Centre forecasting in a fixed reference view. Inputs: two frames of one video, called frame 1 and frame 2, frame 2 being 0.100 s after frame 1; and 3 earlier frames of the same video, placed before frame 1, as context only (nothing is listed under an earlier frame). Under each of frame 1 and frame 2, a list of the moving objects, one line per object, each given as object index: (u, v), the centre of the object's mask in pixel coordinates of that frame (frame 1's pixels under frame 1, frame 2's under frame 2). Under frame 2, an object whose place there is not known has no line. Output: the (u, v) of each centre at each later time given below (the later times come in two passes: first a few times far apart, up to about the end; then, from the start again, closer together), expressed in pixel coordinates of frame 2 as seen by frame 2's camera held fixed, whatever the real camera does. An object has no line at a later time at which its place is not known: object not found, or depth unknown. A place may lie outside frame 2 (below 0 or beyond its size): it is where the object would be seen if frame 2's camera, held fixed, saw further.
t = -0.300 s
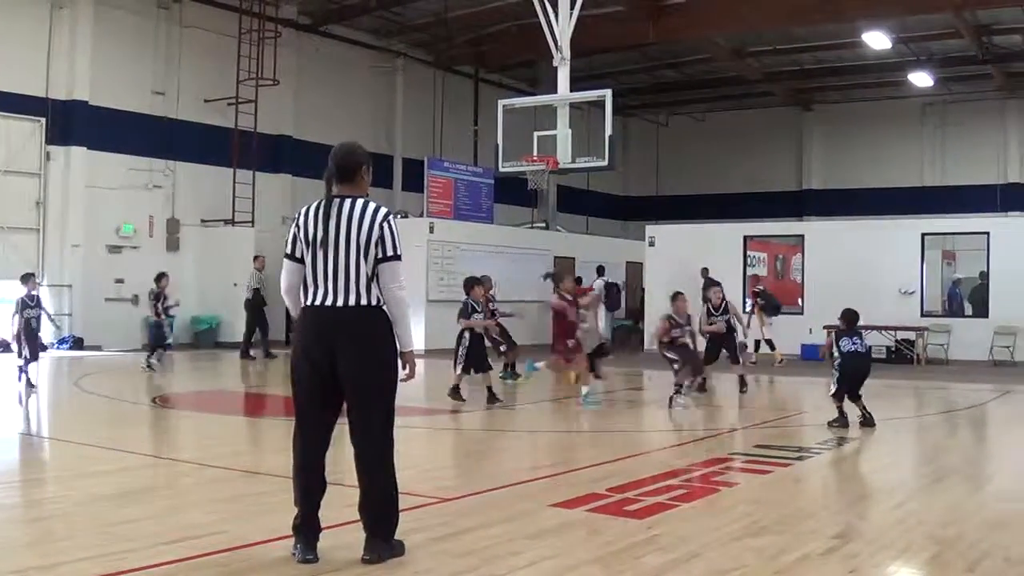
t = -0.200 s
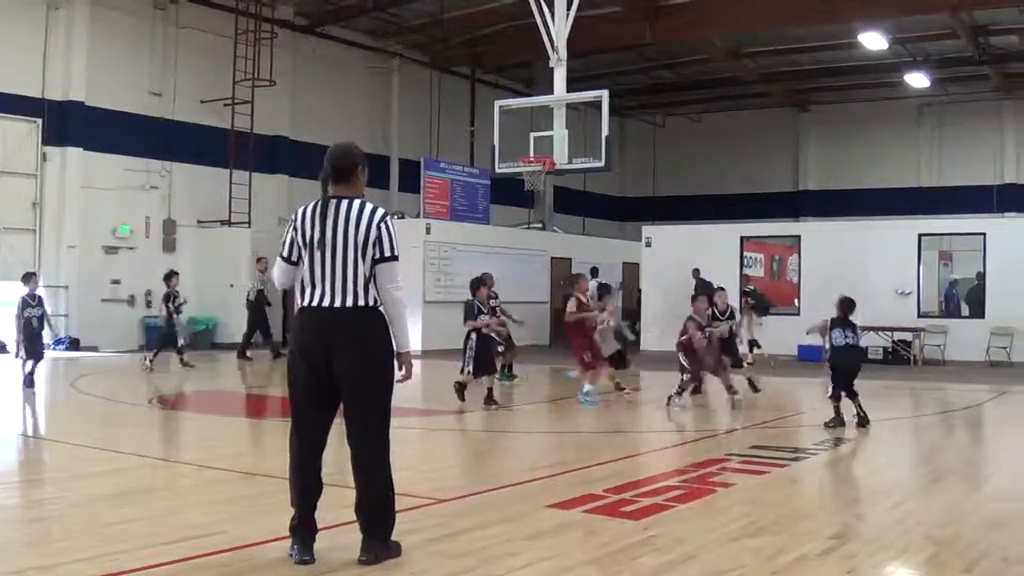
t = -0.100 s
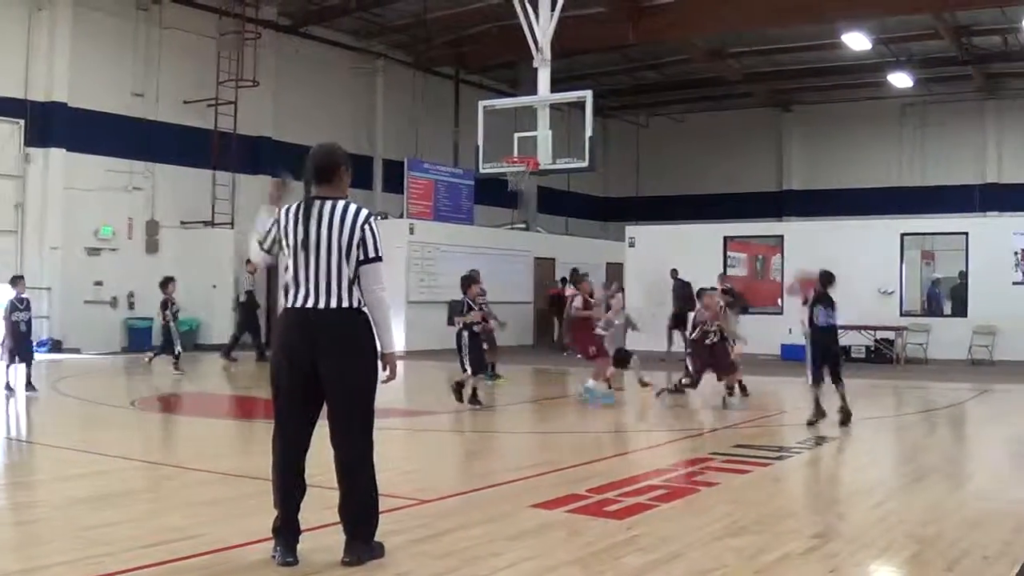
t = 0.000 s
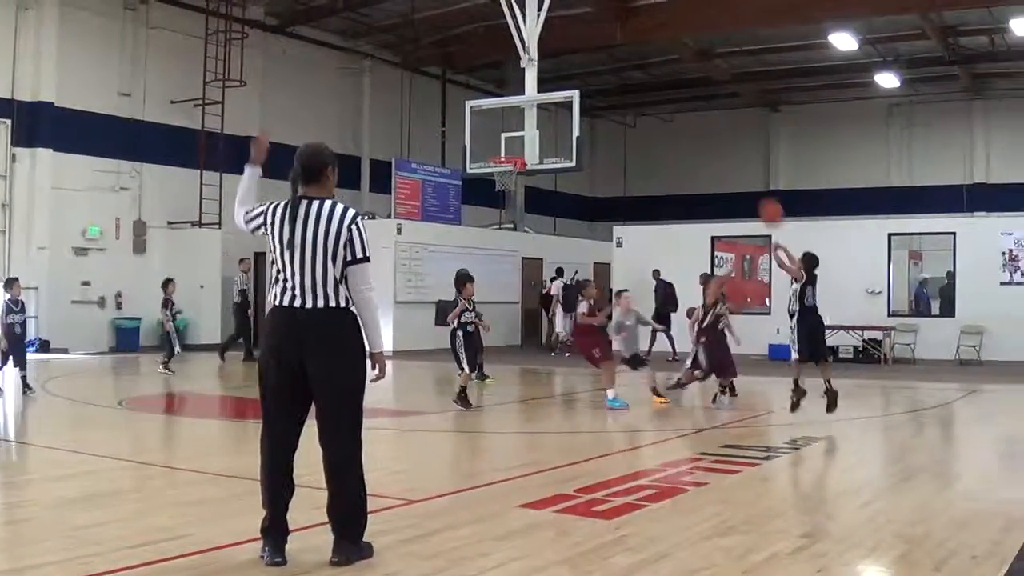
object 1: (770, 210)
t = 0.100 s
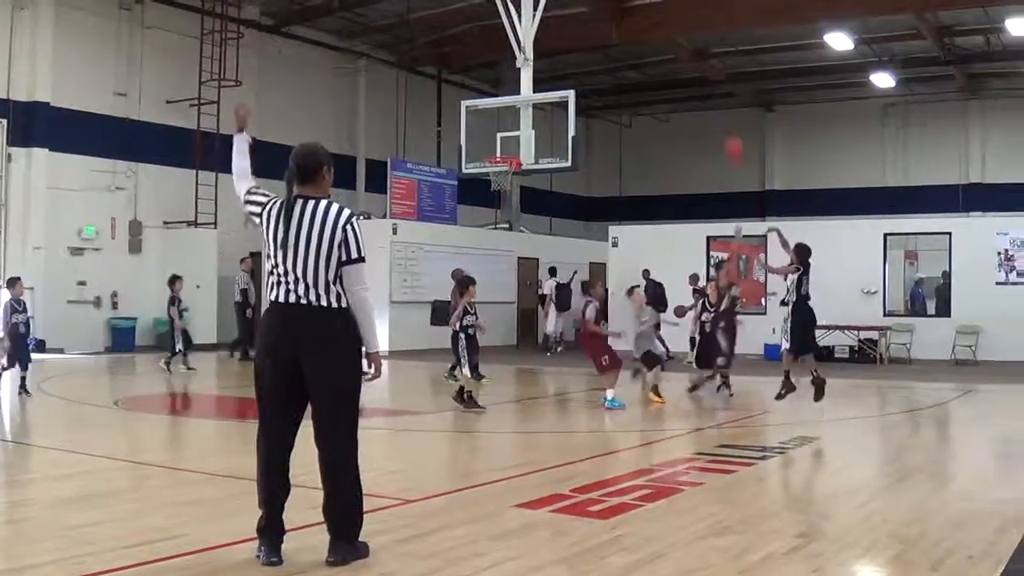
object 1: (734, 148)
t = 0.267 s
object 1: (691, 77)
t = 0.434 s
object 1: (650, 36)
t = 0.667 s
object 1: (601, 22)
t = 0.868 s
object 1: (566, 43)
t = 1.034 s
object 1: (537, 80)
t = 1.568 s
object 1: (476, 127)
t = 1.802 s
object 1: (463, 139)
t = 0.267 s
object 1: (691, 77)
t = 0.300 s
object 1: (682, 66)
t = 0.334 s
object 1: (673, 58)
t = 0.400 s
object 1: (657, 41)
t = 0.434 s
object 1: (650, 36)
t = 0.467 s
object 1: (642, 31)
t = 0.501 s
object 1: (635, 28)
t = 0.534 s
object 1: (628, 25)
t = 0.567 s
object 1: (621, 23)
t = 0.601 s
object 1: (615, 22)
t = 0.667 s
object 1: (601, 22)
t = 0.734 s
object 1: (590, 26)
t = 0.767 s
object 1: (583, 29)
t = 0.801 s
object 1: (577, 34)
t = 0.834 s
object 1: (571, 37)
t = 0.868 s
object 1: (566, 43)
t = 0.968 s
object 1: (548, 64)
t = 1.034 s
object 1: (537, 80)
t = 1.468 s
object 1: (478, 129)
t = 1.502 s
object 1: (477, 128)
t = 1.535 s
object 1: (476, 127)
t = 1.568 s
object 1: (476, 127)
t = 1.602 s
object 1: (476, 126)
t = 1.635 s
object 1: (474, 128)
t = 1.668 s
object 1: (472, 129)
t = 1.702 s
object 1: (468, 131)
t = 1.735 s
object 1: (468, 131)
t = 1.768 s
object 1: (463, 136)
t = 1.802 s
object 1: (463, 139)
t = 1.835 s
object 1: (460, 145)
